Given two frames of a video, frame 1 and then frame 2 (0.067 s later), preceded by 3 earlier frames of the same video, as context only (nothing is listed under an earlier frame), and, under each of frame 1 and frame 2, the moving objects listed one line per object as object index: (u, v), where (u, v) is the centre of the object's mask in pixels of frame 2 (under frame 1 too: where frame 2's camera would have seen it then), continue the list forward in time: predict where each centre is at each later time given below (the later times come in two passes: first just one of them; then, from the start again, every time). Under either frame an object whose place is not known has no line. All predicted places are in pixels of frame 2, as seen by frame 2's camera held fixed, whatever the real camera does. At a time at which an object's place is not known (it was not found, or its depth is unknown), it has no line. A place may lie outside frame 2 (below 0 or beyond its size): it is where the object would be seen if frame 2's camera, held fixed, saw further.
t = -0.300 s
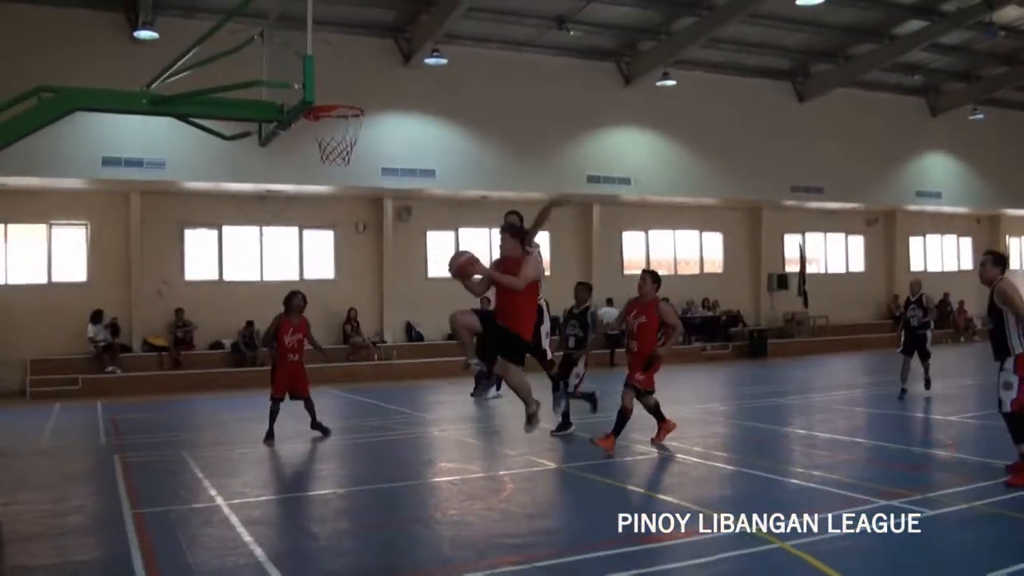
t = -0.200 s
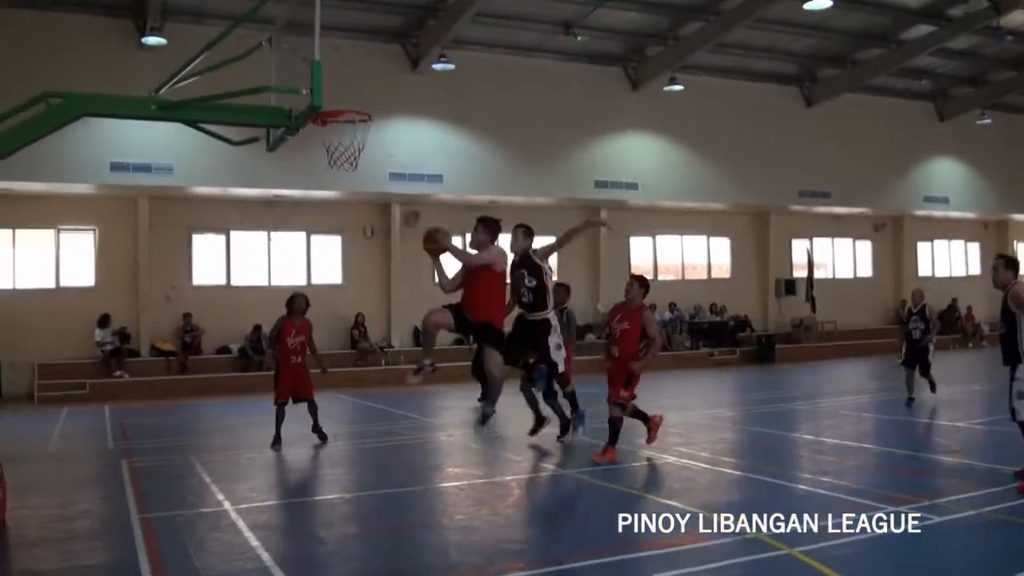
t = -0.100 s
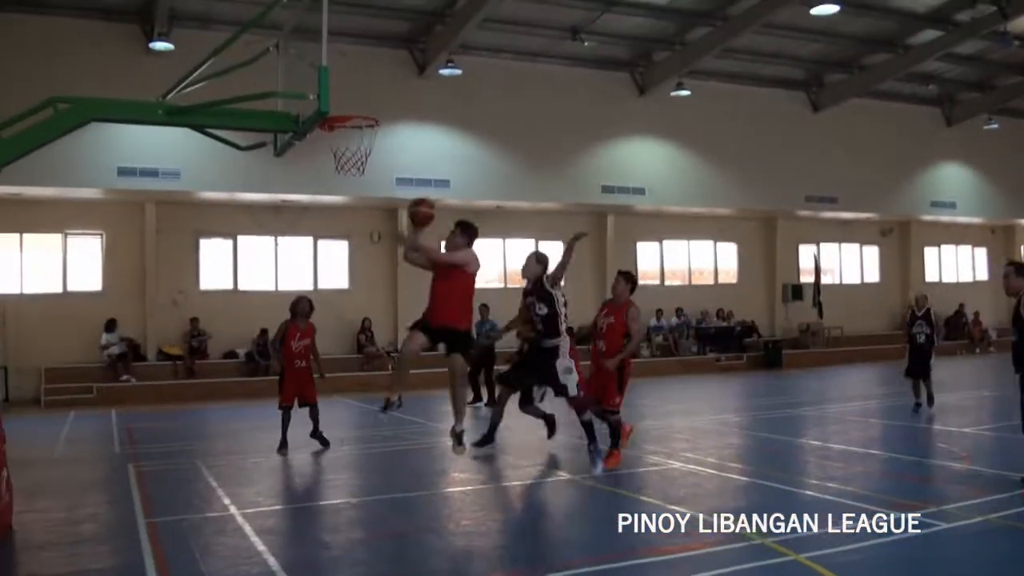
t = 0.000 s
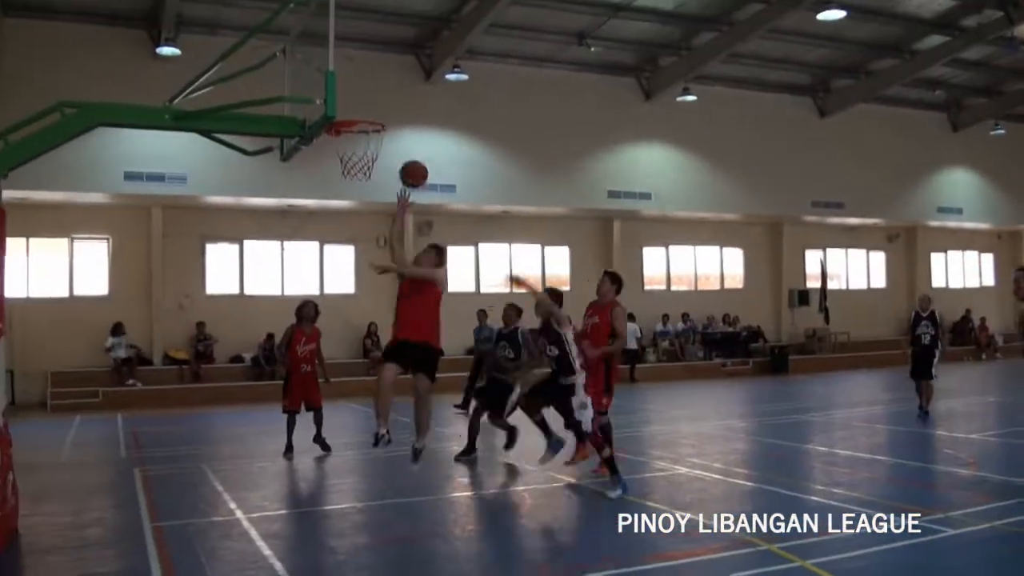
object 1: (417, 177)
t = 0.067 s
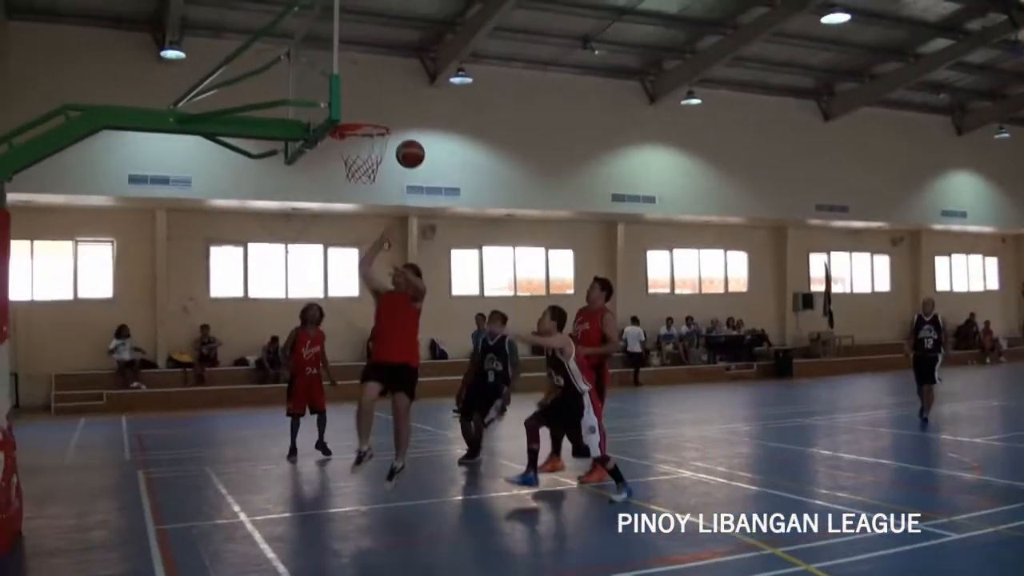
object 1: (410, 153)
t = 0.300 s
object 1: (398, 124)
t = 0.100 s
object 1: (406, 144)
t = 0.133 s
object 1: (402, 136)
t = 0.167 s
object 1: (399, 129)
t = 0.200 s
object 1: (399, 126)
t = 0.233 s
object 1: (399, 124)
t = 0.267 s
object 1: (398, 123)
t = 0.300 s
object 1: (398, 124)
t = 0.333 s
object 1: (398, 126)
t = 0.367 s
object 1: (398, 129)
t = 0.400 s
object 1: (398, 134)
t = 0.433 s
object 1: (398, 140)
